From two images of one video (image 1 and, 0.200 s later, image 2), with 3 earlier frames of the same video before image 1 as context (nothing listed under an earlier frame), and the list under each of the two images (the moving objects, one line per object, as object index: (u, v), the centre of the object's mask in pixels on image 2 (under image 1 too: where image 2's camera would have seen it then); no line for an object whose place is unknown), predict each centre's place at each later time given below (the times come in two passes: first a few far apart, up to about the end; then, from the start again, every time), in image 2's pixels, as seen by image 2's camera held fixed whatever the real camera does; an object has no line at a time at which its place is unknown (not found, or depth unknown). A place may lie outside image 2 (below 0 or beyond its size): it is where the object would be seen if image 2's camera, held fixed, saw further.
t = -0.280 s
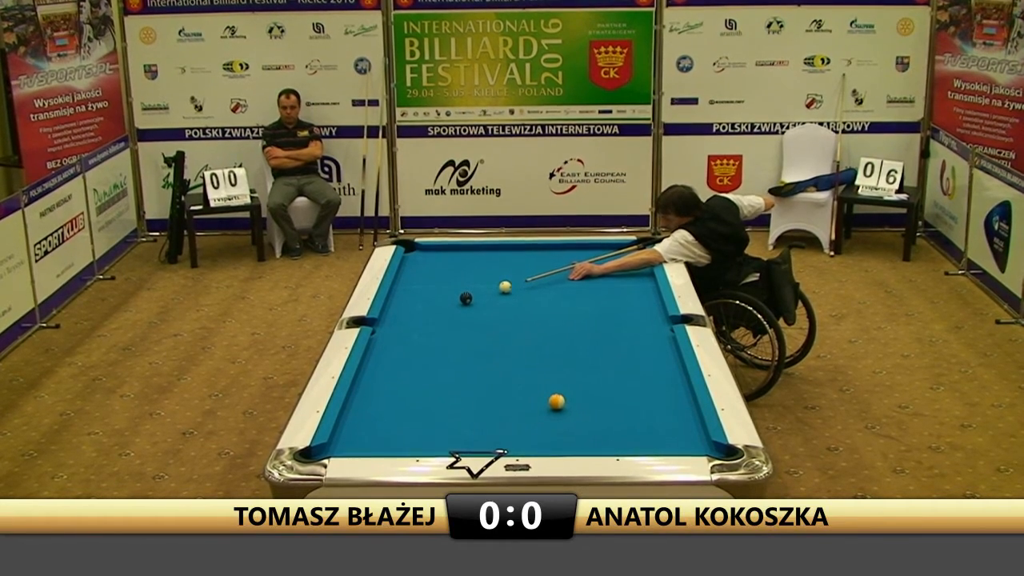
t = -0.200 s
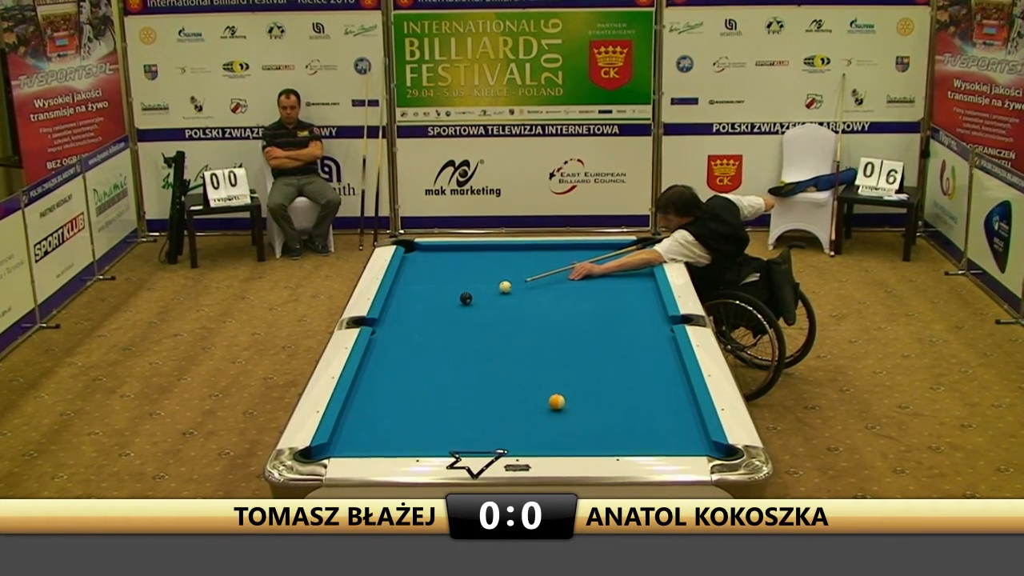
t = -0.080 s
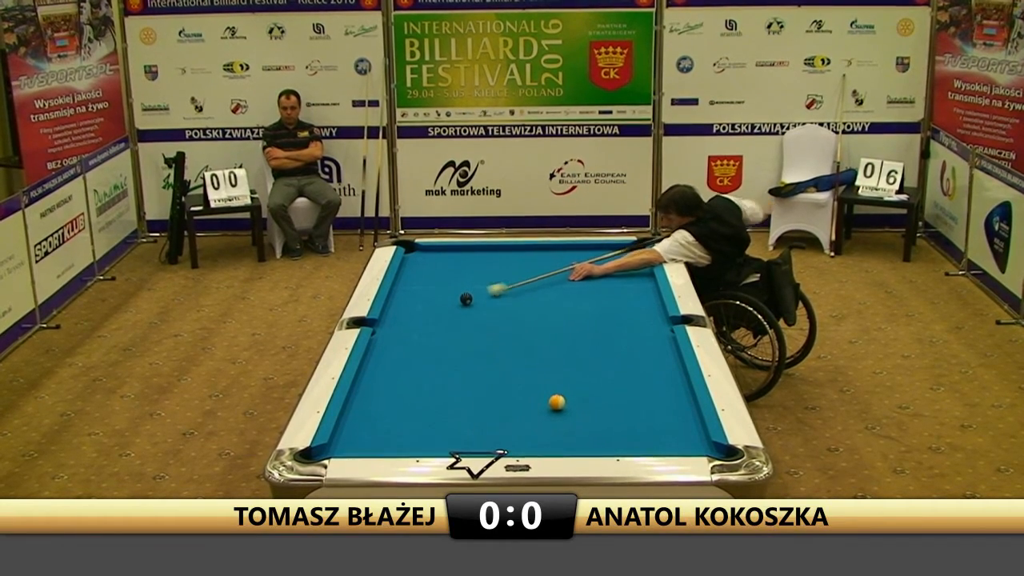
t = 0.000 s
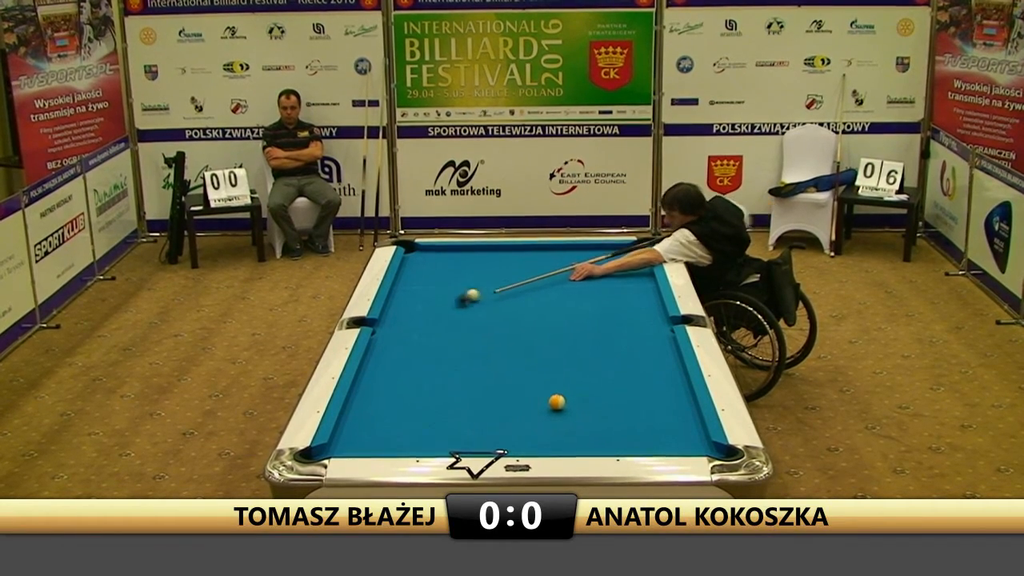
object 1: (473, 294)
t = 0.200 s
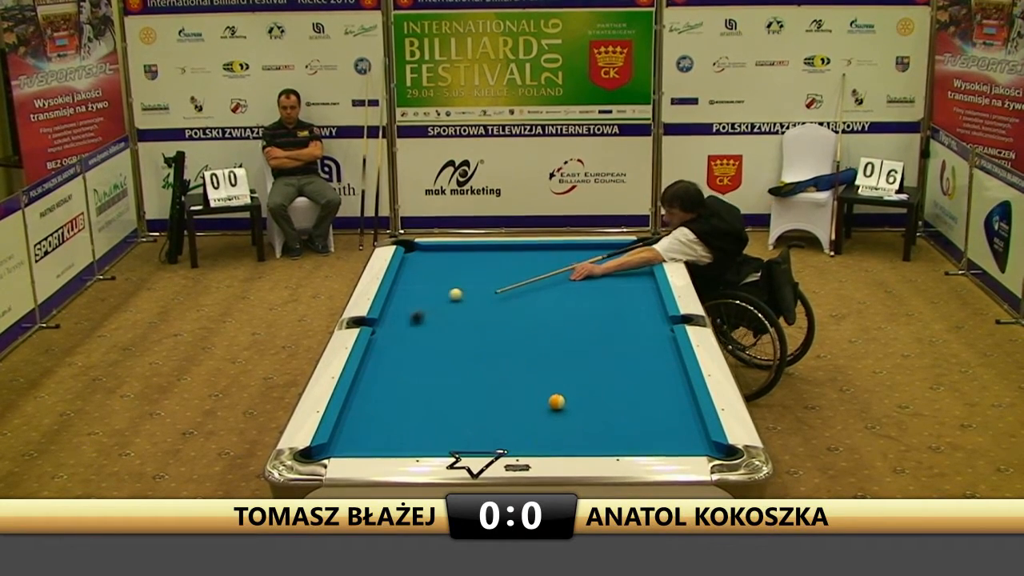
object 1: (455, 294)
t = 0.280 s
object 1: (449, 294)
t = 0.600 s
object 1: (423, 294)
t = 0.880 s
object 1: (401, 295)
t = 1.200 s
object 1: (400, 296)
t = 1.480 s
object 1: (408, 298)
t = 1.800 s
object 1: (416, 300)
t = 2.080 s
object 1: (423, 302)
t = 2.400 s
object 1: (429, 303)
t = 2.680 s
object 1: (434, 304)
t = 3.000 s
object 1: (438, 305)
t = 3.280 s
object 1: (440, 306)
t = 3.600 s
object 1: (442, 306)
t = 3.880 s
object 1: (442, 306)
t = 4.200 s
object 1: (442, 306)
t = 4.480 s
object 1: (442, 307)
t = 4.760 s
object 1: (442, 307)
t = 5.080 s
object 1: (442, 306)
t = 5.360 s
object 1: (442, 307)
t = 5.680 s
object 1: (442, 307)
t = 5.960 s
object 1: (442, 307)
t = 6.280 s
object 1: (442, 307)
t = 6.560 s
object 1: (442, 307)
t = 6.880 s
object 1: (442, 307)
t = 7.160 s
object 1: (442, 307)
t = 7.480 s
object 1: (442, 307)
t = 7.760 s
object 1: (442, 307)
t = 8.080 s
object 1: (442, 307)
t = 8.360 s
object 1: (442, 306)
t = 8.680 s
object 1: (442, 306)
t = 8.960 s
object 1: (442, 306)
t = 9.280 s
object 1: (442, 306)
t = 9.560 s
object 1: (442, 307)
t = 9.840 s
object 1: (442, 306)
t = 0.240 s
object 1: (452, 294)
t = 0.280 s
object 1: (449, 294)
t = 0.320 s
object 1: (446, 294)
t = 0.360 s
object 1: (442, 294)
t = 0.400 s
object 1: (439, 294)
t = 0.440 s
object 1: (436, 294)
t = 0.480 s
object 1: (432, 294)
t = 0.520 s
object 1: (429, 294)
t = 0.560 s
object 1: (426, 294)
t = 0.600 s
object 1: (423, 294)
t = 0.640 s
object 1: (420, 294)
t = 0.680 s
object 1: (417, 294)
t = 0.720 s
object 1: (413, 294)
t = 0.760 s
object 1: (410, 295)
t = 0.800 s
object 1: (407, 295)
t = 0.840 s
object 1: (404, 295)
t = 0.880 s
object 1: (401, 295)
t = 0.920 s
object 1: (398, 295)
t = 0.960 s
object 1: (395, 295)
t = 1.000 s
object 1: (394, 295)
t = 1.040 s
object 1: (395, 295)
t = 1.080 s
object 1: (396, 295)
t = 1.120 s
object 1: (397, 296)
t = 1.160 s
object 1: (398, 296)
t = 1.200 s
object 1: (400, 296)
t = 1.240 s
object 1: (401, 297)
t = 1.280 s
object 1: (402, 297)
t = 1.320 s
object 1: (403, 297)
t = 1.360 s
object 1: (404, 297)
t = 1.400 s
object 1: (405, 298)
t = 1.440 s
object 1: (407, 298)
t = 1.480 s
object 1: (408, 298)
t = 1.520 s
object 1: (409, 299)
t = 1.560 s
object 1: (410, 299)
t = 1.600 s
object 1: (411, 299)
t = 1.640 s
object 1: (412, 299)
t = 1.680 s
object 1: (413, 299)
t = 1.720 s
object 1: (414, 299)
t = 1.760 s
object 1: (415, 300)
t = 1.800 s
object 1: (416, 300)
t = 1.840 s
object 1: (417, 300)
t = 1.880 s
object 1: (418, 301)
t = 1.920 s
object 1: (419, 301)
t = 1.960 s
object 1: (420, 301)
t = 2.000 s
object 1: (421, 301)
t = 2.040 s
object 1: (422, 301)
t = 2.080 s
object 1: (423, 302)
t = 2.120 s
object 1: (424, 302)
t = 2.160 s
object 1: (424, 302)
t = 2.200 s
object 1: (426, 302)
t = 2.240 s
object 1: (426, 302)
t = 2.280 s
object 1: (427, 303)
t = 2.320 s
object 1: (428, 303)
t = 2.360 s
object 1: (428, 303)
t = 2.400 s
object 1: (429, 303)
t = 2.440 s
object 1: (430, 303)
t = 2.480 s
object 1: (430, 303)
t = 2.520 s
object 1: (431, 303)
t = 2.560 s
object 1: (432, 304)
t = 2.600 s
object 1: (432, 304)
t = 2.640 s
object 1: (433, 304)
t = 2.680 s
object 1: (434, 304)
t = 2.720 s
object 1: (434, 304)
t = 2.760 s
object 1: (435, 304)
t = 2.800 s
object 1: (435, 304)
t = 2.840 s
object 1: (436, 305)
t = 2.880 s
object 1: (436, 305)
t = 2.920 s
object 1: (437, 305)
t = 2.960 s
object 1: (437, 305)
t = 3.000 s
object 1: (438, 305)
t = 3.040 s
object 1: (438, 305)
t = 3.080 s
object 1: (438, 305)
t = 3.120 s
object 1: (439, 305)
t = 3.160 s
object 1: (439, 305)
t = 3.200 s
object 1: (439, 305)
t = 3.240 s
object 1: (439, 305)
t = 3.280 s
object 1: (440, 306)
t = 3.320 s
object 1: (440, 306)
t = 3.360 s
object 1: (440, 306)
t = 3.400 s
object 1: (441, 306)
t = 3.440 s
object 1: (441, 306)
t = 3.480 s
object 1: (441, 306)
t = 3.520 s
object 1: (441, 306)
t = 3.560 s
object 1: (442, 306)
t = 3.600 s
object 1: (442, 306)
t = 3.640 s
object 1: (442, 306)
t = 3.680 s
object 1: (442, 306)
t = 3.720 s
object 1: (442, 306)
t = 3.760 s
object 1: (442, 306)
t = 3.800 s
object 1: (442, 306)
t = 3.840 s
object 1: (442, 306)
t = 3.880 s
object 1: (442, 306)
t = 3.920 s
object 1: (442, 306)
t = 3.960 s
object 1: (442, 306)
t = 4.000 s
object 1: (442, 306)
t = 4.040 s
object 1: (442, 306)
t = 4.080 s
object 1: (442, 306)
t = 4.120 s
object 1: (442, 306)
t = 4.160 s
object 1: (442, 306)
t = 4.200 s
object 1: (442, 306)
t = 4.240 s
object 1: (442, 306)
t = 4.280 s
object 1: (442, 306)
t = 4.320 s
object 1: (442, 306)
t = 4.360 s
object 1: (442, 306)
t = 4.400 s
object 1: (442, 306)
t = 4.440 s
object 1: (442, 306)
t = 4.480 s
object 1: (442, 307)
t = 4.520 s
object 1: (442, 307)
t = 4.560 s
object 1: (442, 307)
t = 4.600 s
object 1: (442, 307)
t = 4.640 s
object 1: (442, 307)
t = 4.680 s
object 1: (442, 307)
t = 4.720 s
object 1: (442, 307)
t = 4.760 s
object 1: (442, 307)
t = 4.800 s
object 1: (442, 306)
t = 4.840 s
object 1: (442, 307)
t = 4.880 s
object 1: (442, 307)
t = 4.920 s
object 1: (442, 307)
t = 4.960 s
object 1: (442, 306)
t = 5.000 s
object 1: (442, 306)
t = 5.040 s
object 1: (442, 306)
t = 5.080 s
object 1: (442, 306)
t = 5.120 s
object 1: (442, 306)
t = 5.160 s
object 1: (442, 306)
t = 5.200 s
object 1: (442, 307)
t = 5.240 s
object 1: (442, 306)
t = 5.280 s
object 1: (442, 307)
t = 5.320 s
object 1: (442, 307)
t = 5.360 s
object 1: (442, 307)
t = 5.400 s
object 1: (442, 307)
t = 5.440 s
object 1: (442, 307)
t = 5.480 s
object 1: (442, 307)
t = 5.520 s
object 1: (442, 307)
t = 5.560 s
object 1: (442, 307)
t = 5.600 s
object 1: (442, 307)
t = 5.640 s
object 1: (442, 307)
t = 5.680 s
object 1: (442, 307)
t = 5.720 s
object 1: (442, 307)
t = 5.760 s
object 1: (442, 307)
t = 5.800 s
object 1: (442, 307)
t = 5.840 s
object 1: (442, 307)
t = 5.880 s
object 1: (442, 307)
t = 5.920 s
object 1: (442, 307)
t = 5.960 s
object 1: (442, 307)
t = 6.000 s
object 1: (442, 307)
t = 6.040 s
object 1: (442, 307)
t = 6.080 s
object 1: (442, 307)
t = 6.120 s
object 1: (442, 307)
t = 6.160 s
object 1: (442, 307)
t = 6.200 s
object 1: (442, 307)
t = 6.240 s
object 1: (442, 307)
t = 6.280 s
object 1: (442, 307)
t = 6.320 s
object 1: (442, 307)
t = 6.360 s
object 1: (442, 307)
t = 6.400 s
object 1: (442, 307)
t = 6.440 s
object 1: (442, 307)
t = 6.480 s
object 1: (442, 307)
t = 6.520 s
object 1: (442, 307)
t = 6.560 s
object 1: (442, 307)
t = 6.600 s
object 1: (442, 307)
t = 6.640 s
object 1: (442, 307)
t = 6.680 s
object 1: (442, 307)
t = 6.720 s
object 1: (442, 307)
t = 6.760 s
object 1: (442, 307)
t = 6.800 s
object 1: (442, 307)
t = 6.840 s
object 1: (442, 307)
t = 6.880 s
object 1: (442, 307)
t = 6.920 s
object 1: (442, 307)
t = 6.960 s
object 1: (442, 307)
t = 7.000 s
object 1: (442, 307)
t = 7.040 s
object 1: (442, 307)
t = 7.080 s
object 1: (442, 307)
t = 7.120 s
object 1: (442, 307)
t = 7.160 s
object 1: (442, 307)
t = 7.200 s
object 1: (442, 307)
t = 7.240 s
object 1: (442, 307)
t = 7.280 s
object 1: (442, 307)
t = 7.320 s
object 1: (442, 307)
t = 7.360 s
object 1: (442, 307)
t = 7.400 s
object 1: (442, 307)
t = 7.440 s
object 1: (442, 307)
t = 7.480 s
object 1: (442, 307)
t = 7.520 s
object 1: (442, 307)
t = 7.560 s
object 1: (442, 307)
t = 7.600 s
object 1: (442, 307)
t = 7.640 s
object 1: (442, 307)
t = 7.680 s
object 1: (442, 307)
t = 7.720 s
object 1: (442, 307)
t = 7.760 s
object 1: (442, 307)
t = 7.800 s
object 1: (442, 306)
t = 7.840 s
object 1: (442, 306)
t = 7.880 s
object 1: (442, 306)
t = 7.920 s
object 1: (442, 306)
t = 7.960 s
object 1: (442, 306)
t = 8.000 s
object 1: (442, 307)
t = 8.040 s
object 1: (442, 307)
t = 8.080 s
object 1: (442, 307)
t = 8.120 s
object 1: (442, 306)
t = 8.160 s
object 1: (442, 307)
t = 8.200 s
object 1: (442, 306)
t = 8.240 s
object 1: (442, 306)
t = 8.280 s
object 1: (442, 306)
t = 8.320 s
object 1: (442, 306)
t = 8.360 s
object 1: (442, 306)
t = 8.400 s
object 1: (442, 306)
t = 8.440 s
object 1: (442, 306)
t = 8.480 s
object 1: (442, 306)
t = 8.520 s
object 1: (442, 306)
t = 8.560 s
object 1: (442, 306)
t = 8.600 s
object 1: (442, 306)
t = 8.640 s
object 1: (442, 306)
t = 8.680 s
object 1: (442, 306)
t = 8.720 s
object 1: (442, 306)
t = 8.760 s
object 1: (442, 306)
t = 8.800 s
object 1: (442, 306)
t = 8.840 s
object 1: (442, 306)
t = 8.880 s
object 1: (442, 306)
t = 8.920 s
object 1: (442, 306)
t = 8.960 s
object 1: (442, 306)
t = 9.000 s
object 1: (442, 306)
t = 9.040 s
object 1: (442, 306)
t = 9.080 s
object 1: (442, 306)
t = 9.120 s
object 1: (442, 306)
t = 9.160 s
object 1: (442, 306)
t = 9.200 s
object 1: (442, 306)
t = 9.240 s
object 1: (442, 306)
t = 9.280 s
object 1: (442, 306)
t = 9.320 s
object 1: (442, 307)
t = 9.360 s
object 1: (442, 306)
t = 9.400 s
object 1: (442, 306)
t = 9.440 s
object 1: (442, 306)
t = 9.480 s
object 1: (442, 306)
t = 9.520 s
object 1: (442, 306)
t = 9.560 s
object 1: (442, 307)
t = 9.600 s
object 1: (442, 307)
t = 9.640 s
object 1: (442, 307)
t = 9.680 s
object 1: (442, 306)
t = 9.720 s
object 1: (442, 306)
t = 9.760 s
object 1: (442, 306)
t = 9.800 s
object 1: (442, 306)
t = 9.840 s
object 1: (442, 306)
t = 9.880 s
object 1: (442, 306)
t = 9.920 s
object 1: (442, 306)
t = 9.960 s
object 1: (442, 306)
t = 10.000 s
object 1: (442, 306)
